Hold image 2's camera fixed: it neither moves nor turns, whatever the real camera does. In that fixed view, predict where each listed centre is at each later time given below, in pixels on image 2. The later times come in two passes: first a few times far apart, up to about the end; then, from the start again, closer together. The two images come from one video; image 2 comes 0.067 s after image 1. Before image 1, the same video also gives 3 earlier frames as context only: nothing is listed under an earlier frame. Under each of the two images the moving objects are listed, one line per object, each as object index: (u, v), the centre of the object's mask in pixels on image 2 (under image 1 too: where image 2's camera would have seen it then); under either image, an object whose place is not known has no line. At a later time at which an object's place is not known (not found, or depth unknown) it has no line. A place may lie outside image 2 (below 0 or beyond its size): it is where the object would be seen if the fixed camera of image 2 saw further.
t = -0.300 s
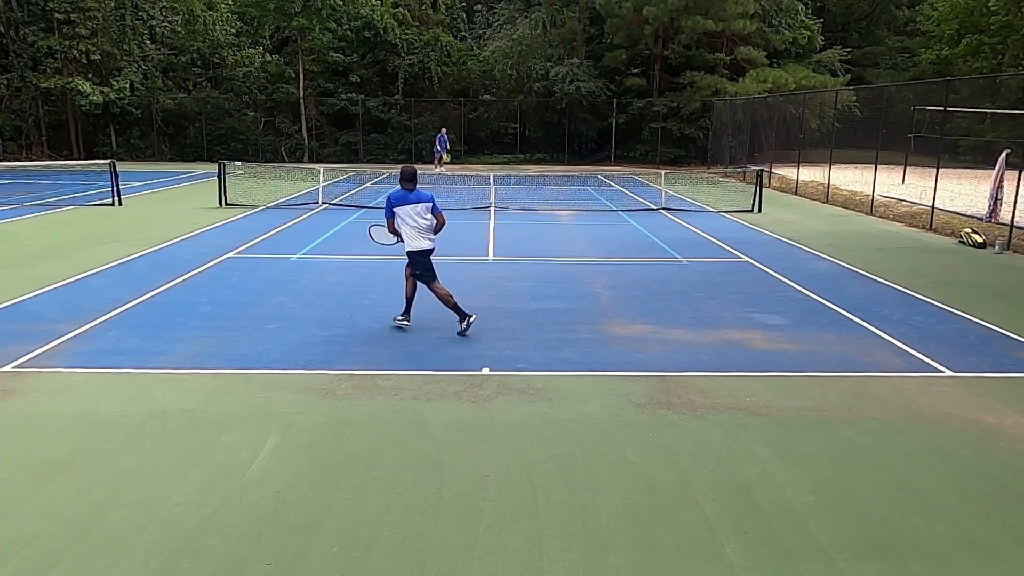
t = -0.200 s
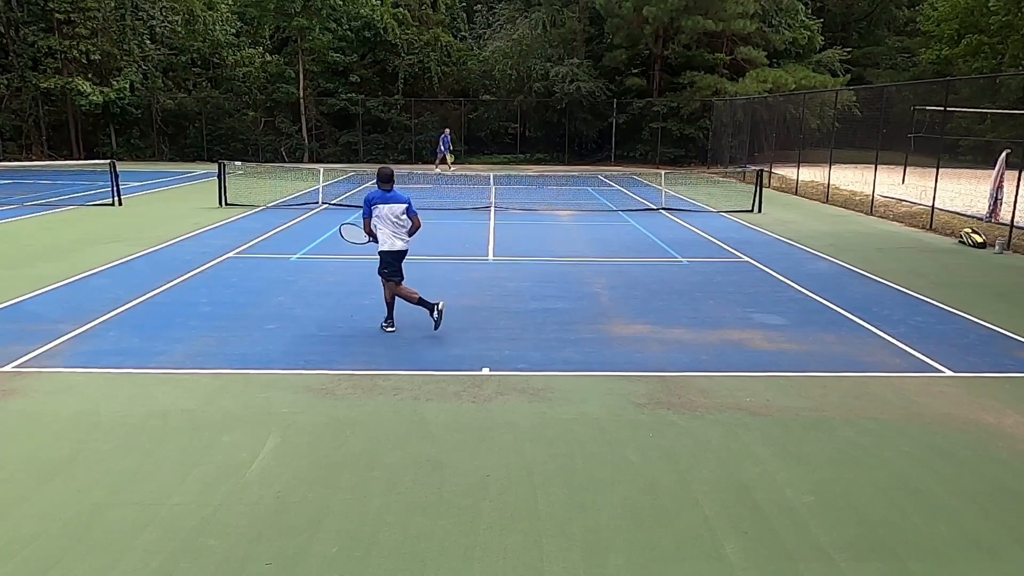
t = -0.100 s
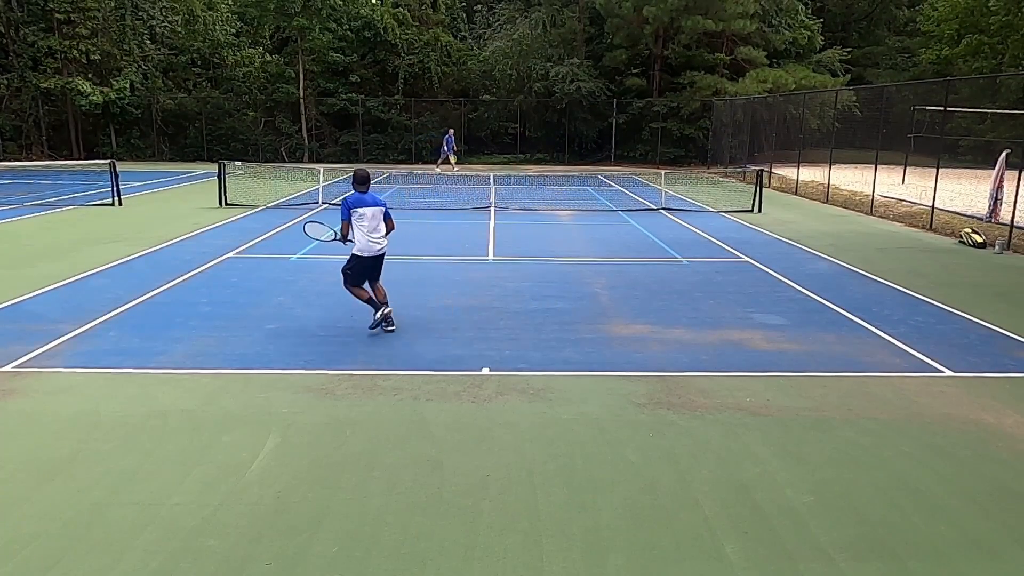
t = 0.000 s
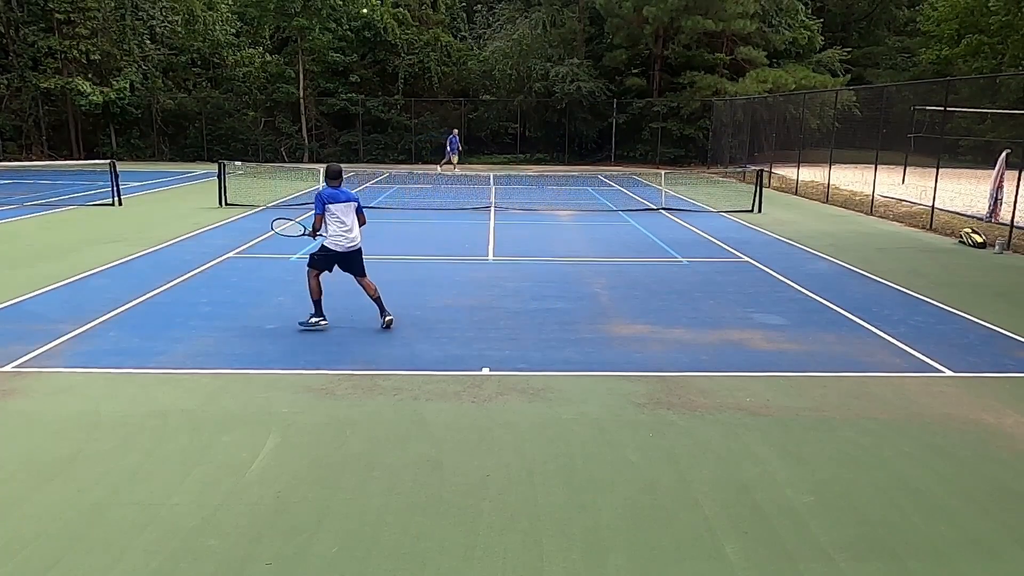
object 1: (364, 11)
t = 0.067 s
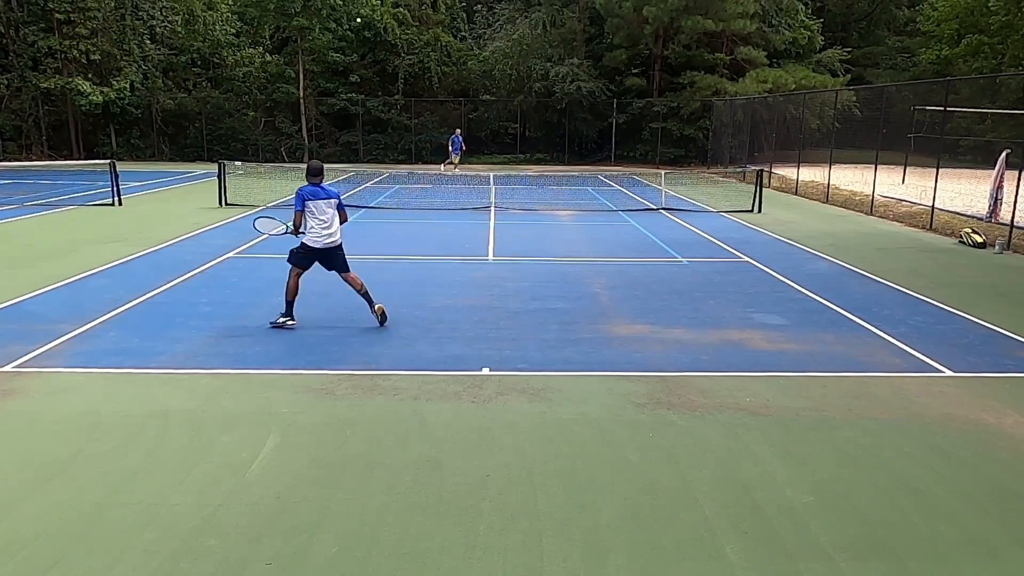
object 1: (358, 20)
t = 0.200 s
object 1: (345, 47)
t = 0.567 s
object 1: (304, 191)
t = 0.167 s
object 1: (349, 39)
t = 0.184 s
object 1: (347, 43)
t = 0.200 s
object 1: (345, 47)
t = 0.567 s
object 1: (304, 191)
